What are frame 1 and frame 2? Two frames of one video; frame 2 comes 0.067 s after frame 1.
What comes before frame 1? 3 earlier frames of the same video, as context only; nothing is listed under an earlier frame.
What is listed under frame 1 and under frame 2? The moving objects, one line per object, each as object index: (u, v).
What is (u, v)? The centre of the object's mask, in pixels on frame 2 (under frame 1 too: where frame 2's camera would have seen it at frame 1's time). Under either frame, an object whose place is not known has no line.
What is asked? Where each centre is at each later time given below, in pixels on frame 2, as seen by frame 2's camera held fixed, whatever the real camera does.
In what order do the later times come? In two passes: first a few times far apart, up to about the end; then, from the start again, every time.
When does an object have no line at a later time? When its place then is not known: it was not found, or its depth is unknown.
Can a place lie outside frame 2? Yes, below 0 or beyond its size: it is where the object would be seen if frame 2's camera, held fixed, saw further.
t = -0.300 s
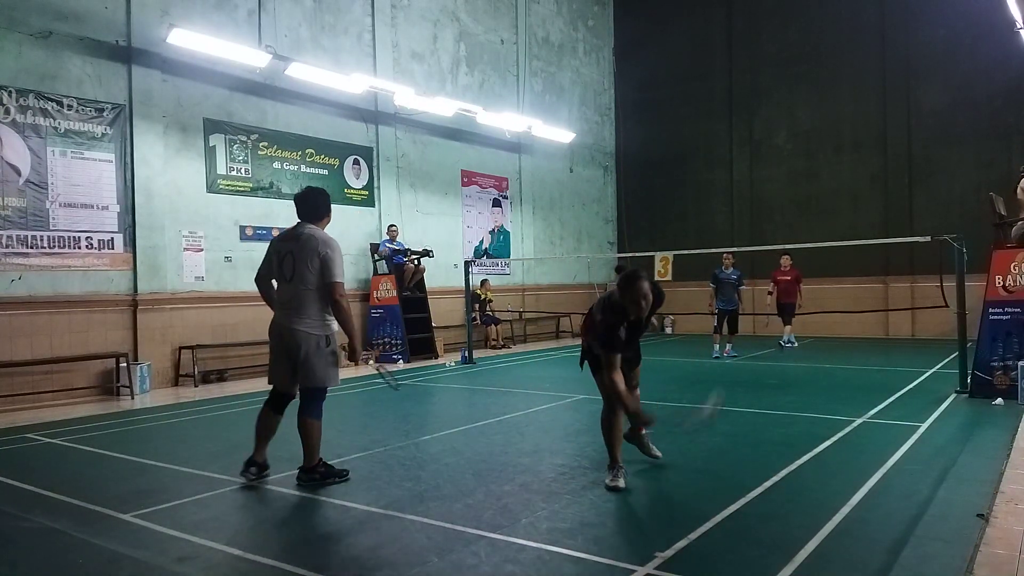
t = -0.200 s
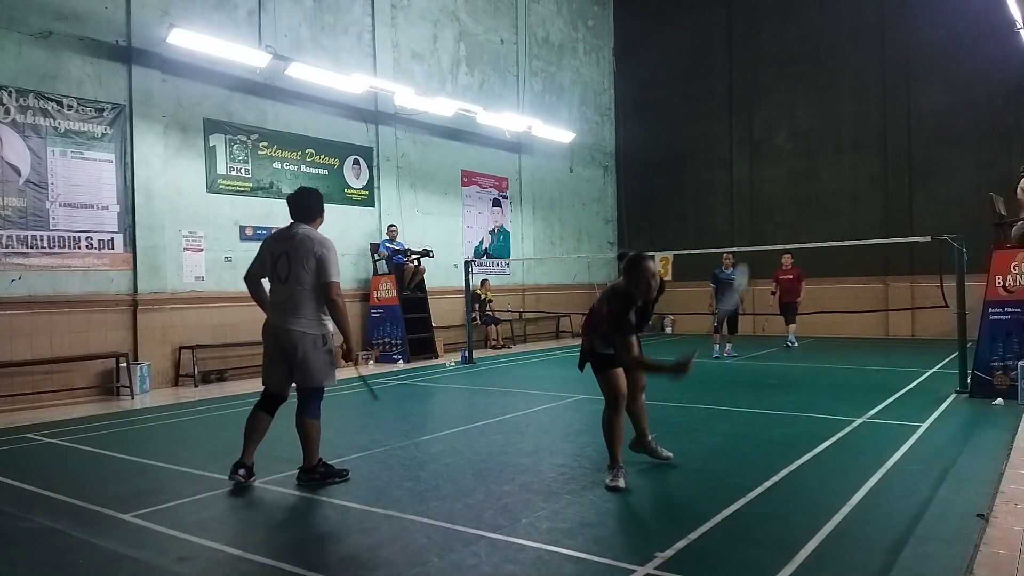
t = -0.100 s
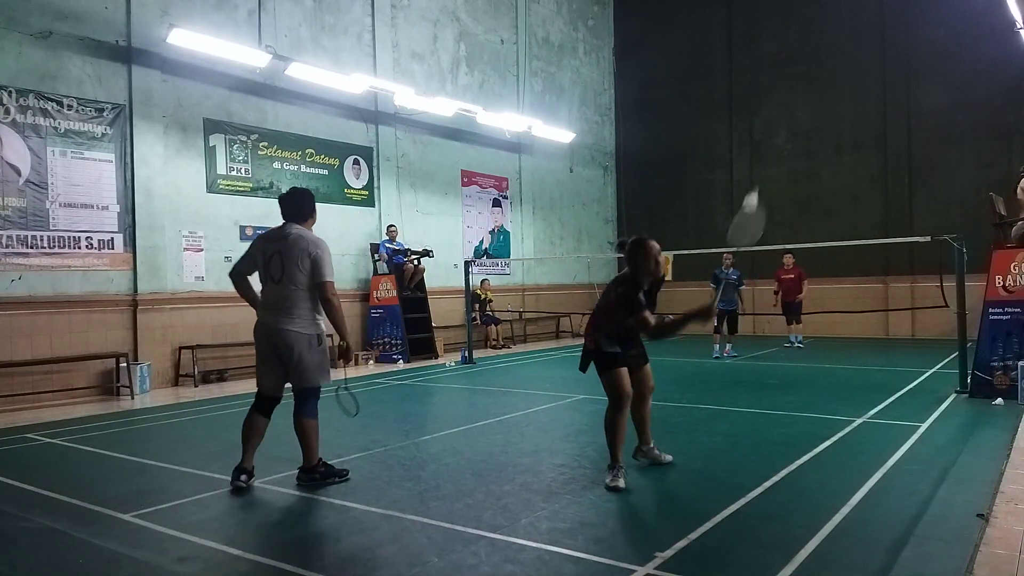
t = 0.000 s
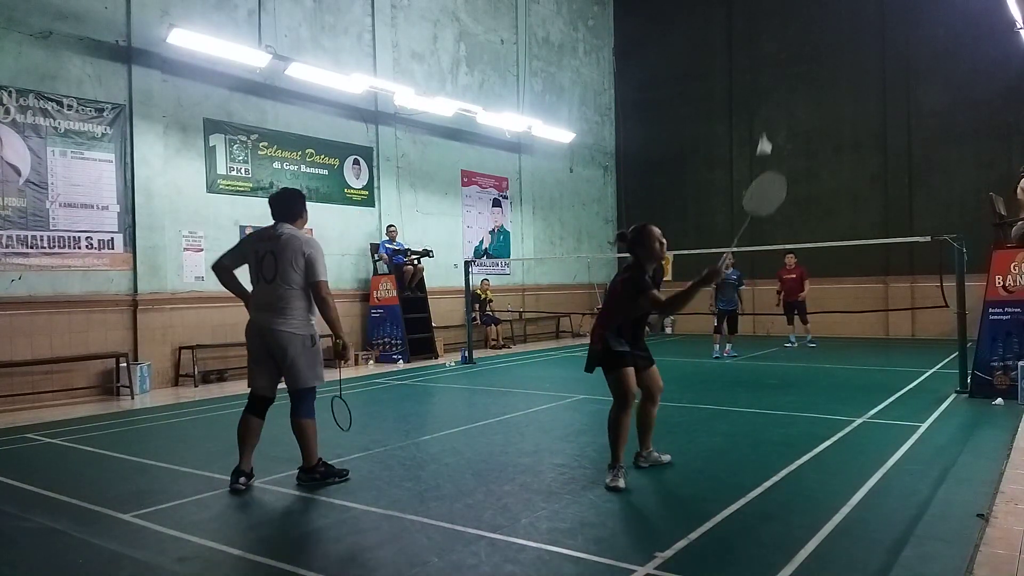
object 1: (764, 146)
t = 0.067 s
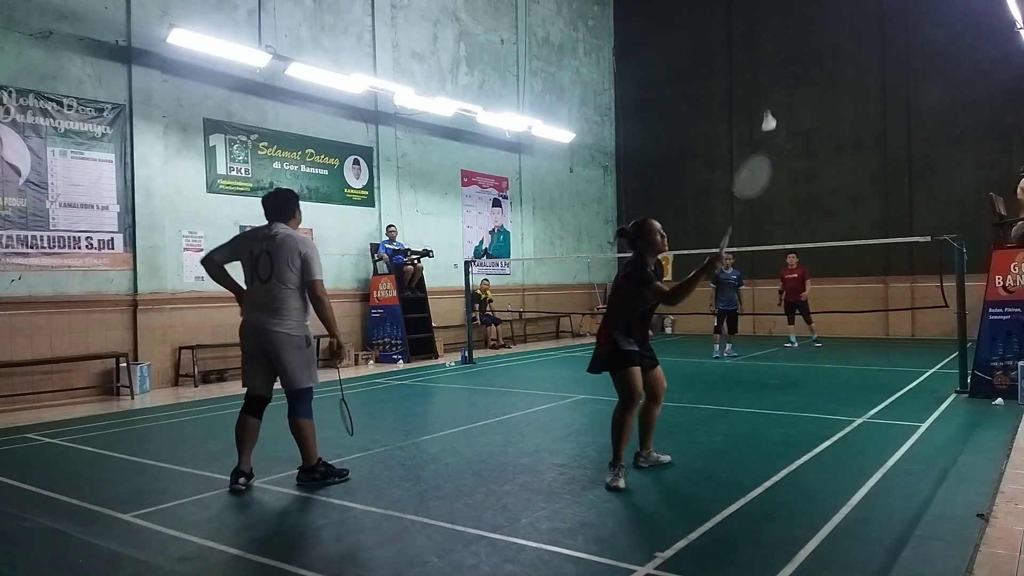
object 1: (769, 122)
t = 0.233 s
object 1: (775, 96)
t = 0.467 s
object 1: (789, 143)
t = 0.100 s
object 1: (770, 114)
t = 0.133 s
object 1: (772, 107)
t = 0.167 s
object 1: (773, 102)
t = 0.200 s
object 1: (774, 98)
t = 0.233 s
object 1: (775, 96)
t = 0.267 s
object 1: (777, 96)
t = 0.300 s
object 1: (779, 99)
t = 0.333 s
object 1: (781, 104)
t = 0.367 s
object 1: (783, 112)
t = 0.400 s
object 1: (785, 120)
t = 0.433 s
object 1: (787, 131)
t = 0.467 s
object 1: (789, 143)
